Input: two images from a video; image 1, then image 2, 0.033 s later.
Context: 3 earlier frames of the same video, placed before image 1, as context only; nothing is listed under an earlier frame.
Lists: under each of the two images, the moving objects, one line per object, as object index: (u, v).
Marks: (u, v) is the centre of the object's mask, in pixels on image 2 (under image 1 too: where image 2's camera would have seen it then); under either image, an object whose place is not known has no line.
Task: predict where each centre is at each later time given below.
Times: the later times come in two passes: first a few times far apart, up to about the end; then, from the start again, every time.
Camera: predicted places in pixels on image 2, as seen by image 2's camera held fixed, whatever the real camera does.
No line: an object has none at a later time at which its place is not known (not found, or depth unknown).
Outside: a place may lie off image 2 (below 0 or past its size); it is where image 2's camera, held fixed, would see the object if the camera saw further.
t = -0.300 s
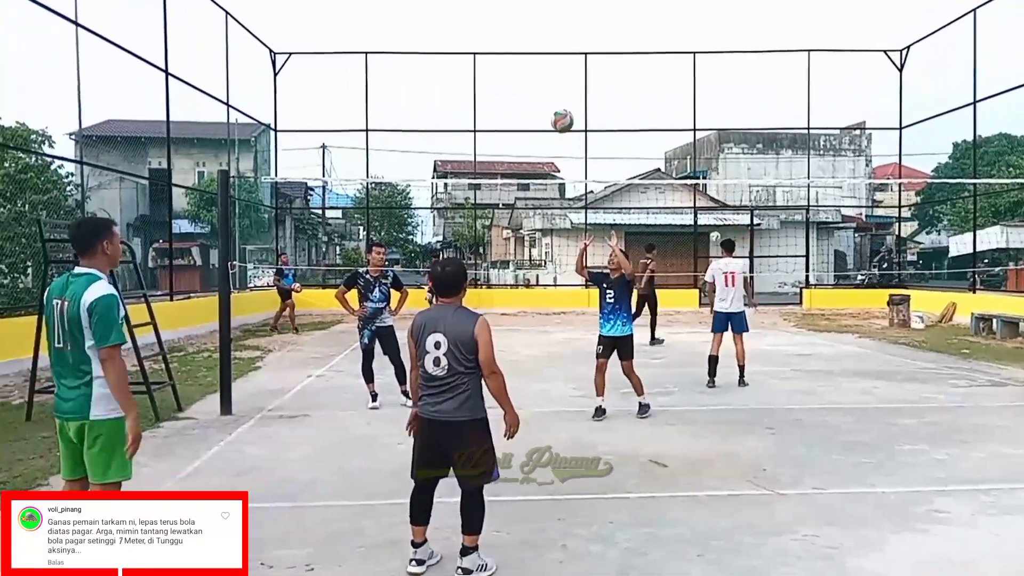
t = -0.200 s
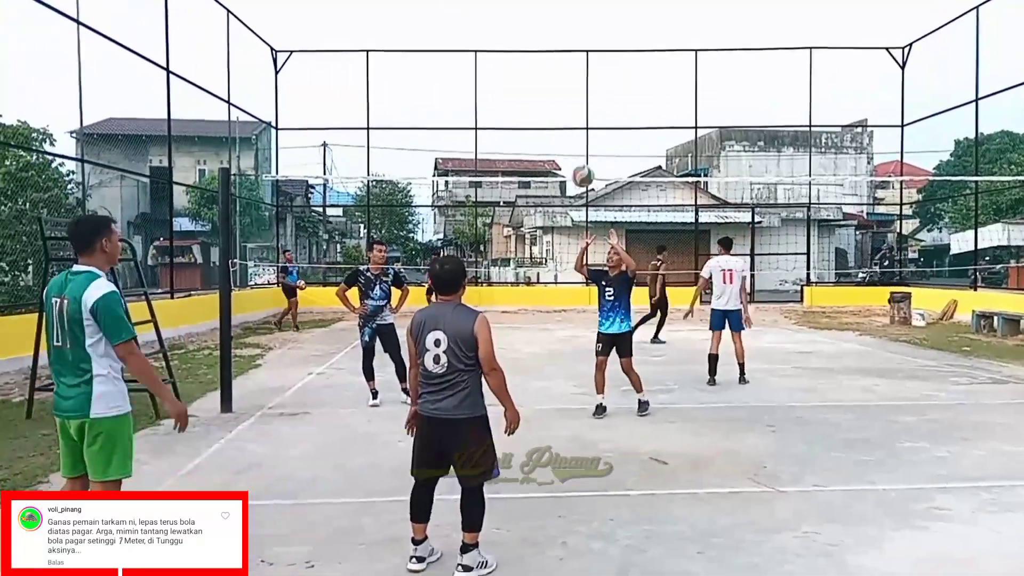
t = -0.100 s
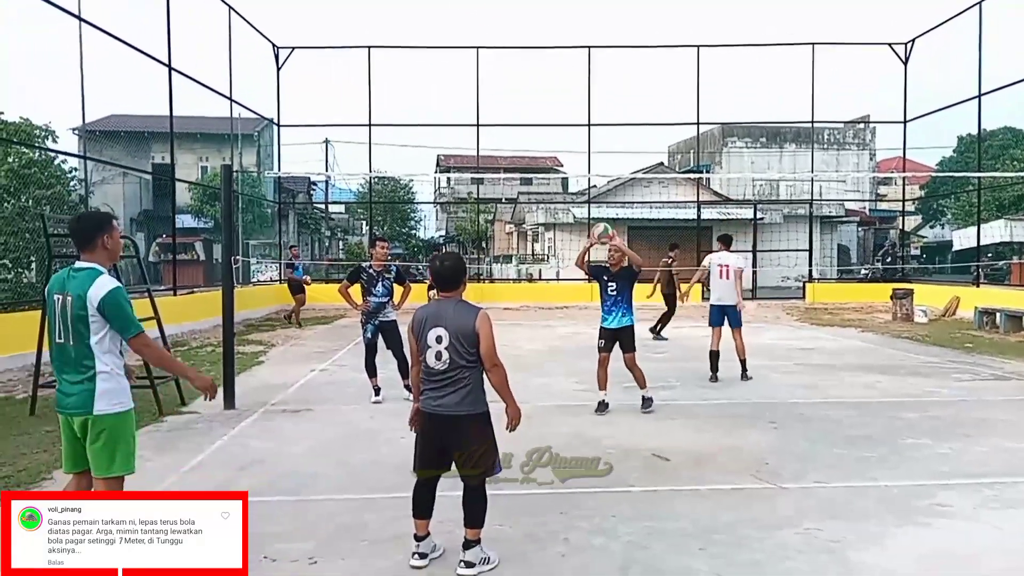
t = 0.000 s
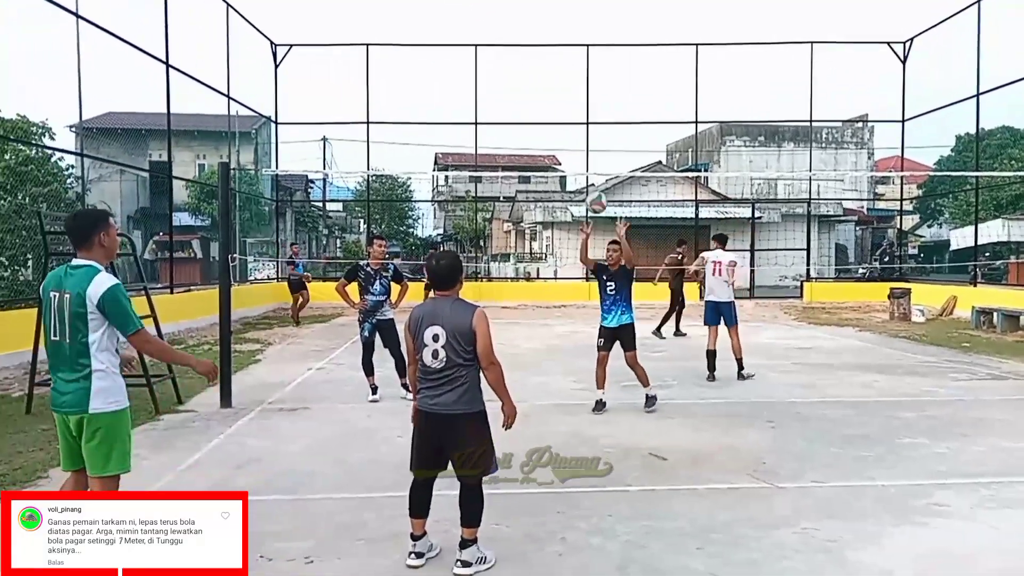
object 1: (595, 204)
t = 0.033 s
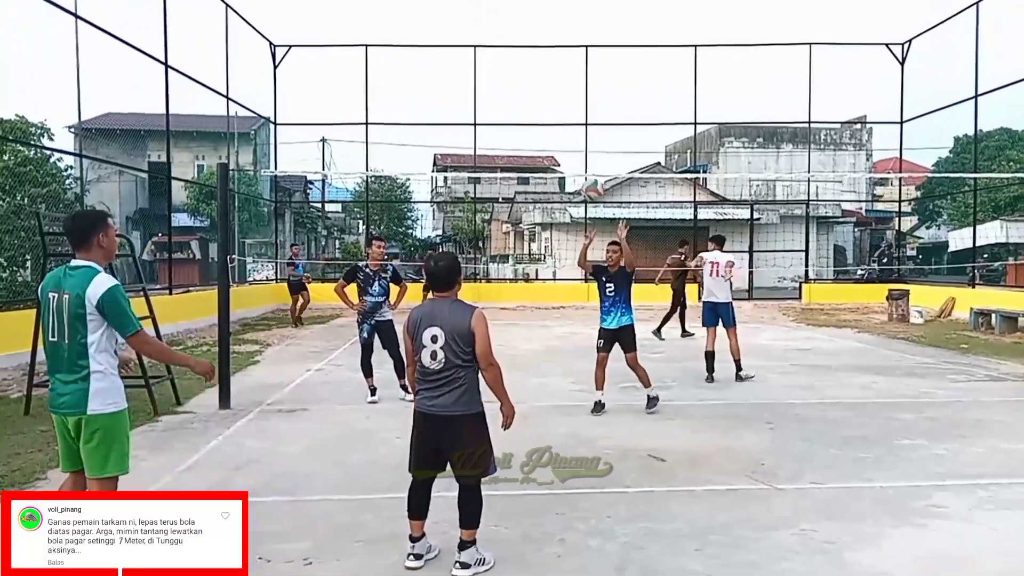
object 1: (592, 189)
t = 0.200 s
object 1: (577, 130)
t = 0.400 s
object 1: (557, 92)
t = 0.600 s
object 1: (532, 101)
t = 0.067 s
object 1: (589, 176)
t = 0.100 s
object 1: (587, 163)
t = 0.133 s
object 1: (584, 152)
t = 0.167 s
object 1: (581, 140)
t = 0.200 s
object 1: (577, 130)
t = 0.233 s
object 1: (574, 121)
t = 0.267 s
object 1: (571, 113)
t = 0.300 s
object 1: (567, 106)
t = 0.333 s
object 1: (564, 100)
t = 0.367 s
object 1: (560, 95)
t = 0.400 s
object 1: (557, 92)
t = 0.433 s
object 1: (553, 90)
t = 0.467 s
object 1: (549, 89)
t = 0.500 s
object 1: (545, 90)
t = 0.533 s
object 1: (540, 92)
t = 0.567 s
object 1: (536, 95)
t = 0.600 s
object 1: (532, 101)
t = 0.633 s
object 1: (528, 108)
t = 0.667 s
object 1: (523, 117)
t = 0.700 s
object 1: (518, 127)
